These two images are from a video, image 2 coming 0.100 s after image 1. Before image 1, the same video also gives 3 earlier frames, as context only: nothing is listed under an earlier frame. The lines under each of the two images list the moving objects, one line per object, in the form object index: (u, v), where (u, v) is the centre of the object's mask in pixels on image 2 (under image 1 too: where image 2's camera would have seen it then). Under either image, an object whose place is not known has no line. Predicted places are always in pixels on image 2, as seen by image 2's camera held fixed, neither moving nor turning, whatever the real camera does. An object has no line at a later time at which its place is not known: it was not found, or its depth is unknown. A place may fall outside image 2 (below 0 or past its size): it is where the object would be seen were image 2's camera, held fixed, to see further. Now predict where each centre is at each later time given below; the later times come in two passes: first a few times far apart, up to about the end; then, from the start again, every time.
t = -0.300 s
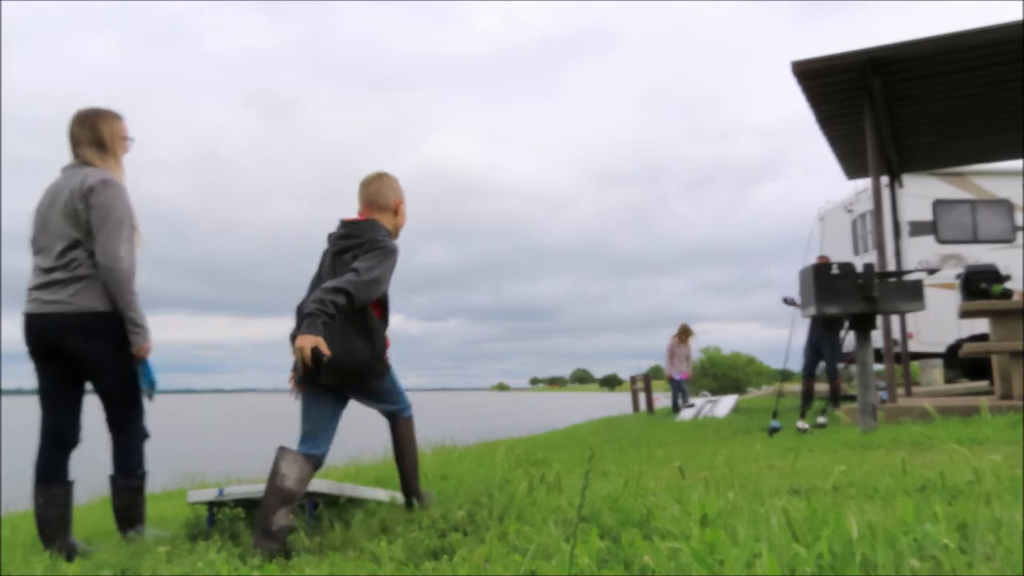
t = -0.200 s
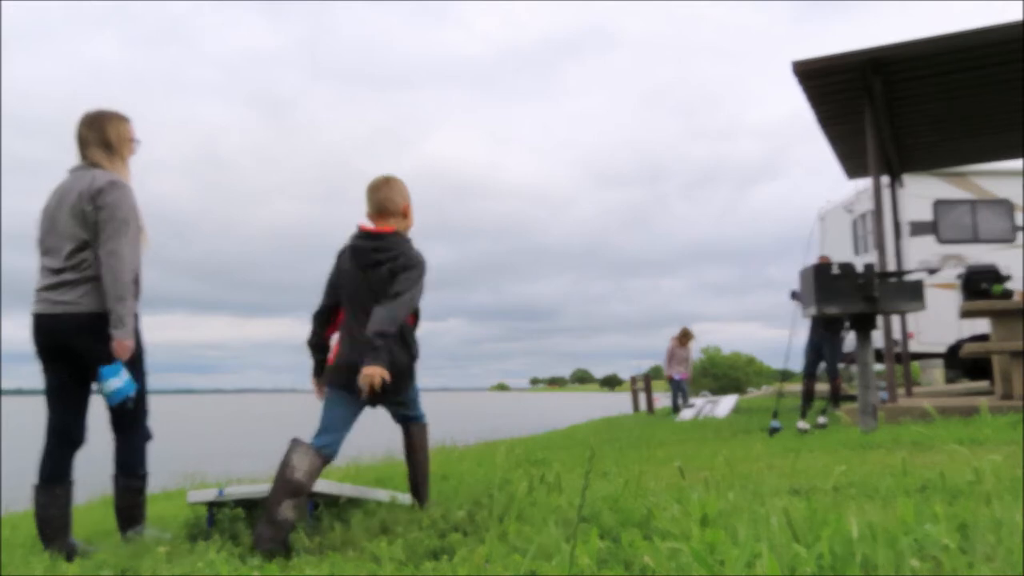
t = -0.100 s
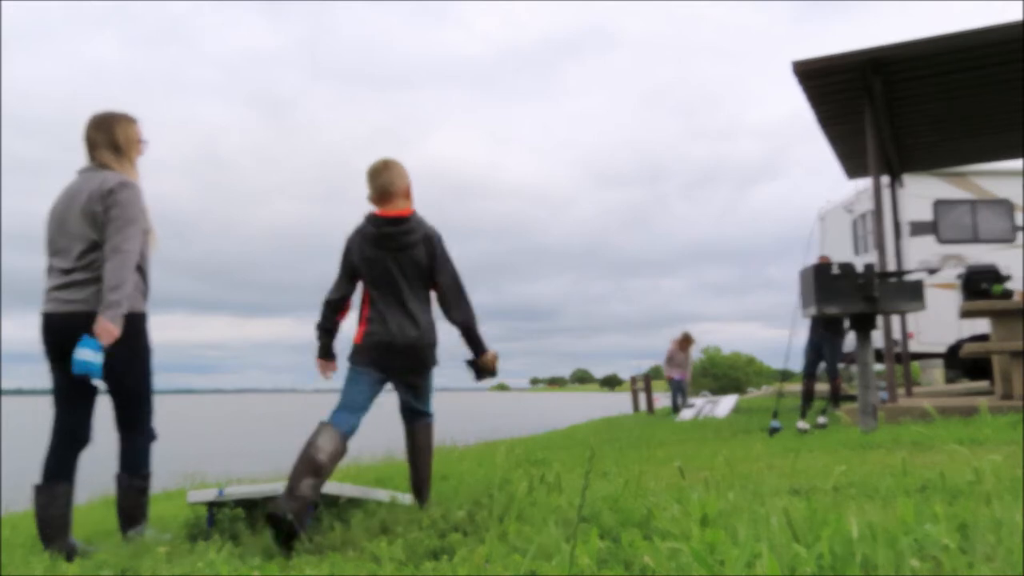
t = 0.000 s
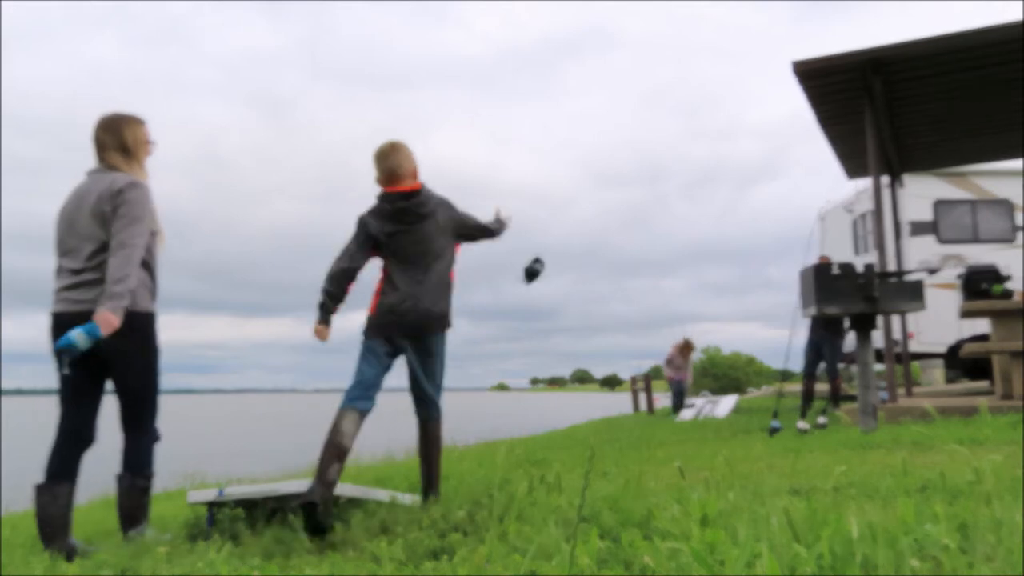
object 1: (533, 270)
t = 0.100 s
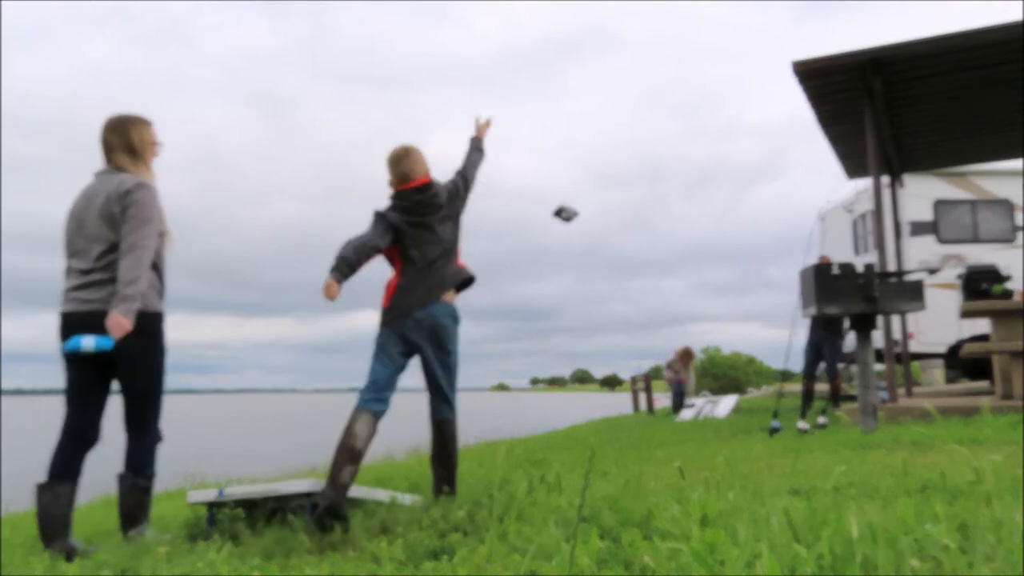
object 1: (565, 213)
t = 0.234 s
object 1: (596, 184)
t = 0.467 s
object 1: (634, 202)
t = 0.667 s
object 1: (656, 258)
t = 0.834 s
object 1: (672, 322)
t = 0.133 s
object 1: (575, 202)
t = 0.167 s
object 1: (582, 194)
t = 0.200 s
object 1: (590, 188)
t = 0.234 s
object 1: (596, 184)
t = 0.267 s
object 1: (602, 182)
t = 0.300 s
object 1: (609, 182)
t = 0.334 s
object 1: (614, 183)
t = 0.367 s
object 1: (620, 186)
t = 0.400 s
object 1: (625, 190)
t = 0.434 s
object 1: (630, 195)
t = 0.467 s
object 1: (634, 202)
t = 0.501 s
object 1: (638, 209)
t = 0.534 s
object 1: (641, 217)
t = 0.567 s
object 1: (645, 226)
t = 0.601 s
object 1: (648, 235)
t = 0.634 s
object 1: (652, 246)
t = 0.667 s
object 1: (656, 258)
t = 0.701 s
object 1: (659, 270)
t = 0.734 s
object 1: (662, 282)
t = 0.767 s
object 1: (666, 295)
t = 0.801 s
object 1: (669, 308)
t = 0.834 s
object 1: (672, 322)
